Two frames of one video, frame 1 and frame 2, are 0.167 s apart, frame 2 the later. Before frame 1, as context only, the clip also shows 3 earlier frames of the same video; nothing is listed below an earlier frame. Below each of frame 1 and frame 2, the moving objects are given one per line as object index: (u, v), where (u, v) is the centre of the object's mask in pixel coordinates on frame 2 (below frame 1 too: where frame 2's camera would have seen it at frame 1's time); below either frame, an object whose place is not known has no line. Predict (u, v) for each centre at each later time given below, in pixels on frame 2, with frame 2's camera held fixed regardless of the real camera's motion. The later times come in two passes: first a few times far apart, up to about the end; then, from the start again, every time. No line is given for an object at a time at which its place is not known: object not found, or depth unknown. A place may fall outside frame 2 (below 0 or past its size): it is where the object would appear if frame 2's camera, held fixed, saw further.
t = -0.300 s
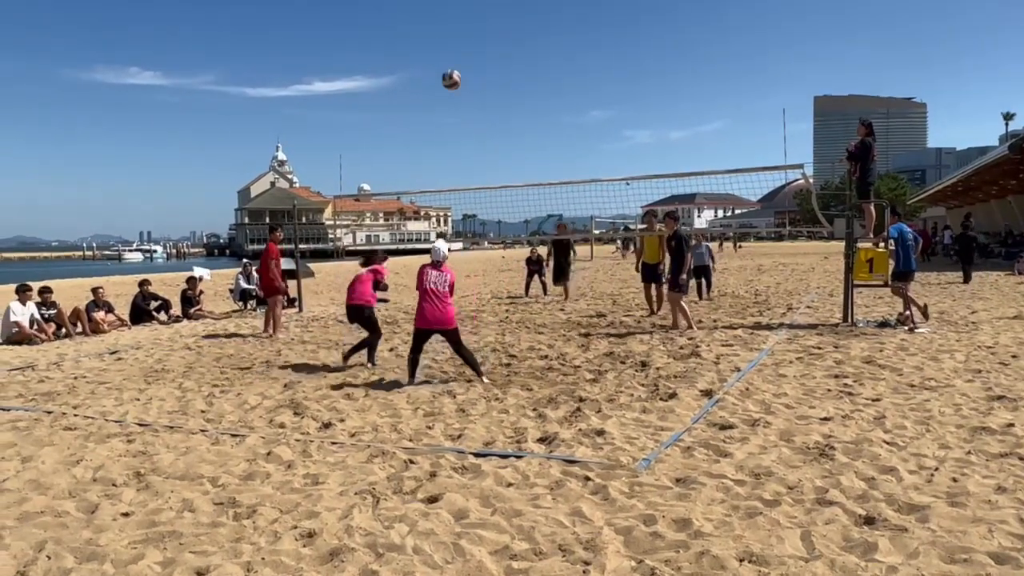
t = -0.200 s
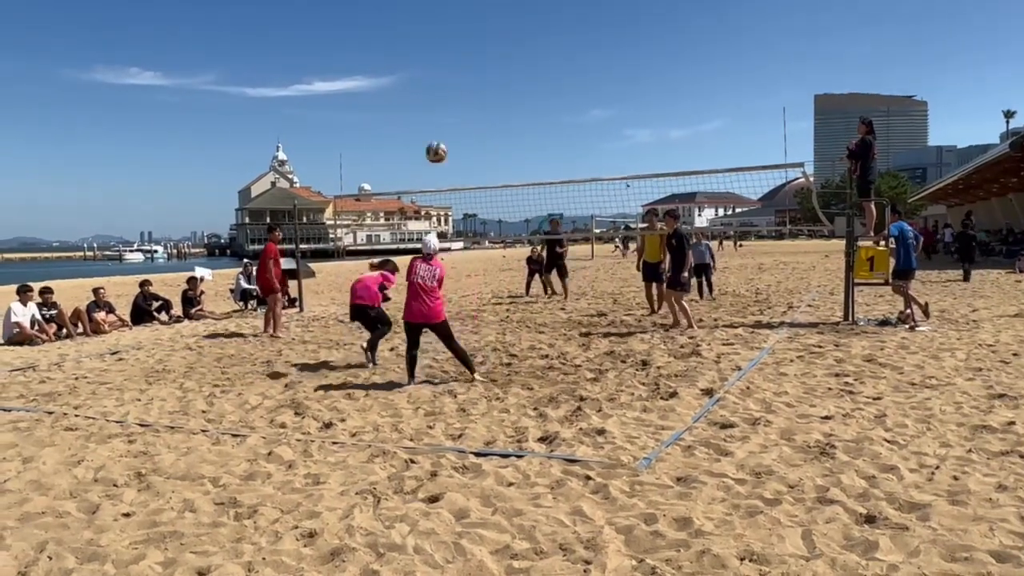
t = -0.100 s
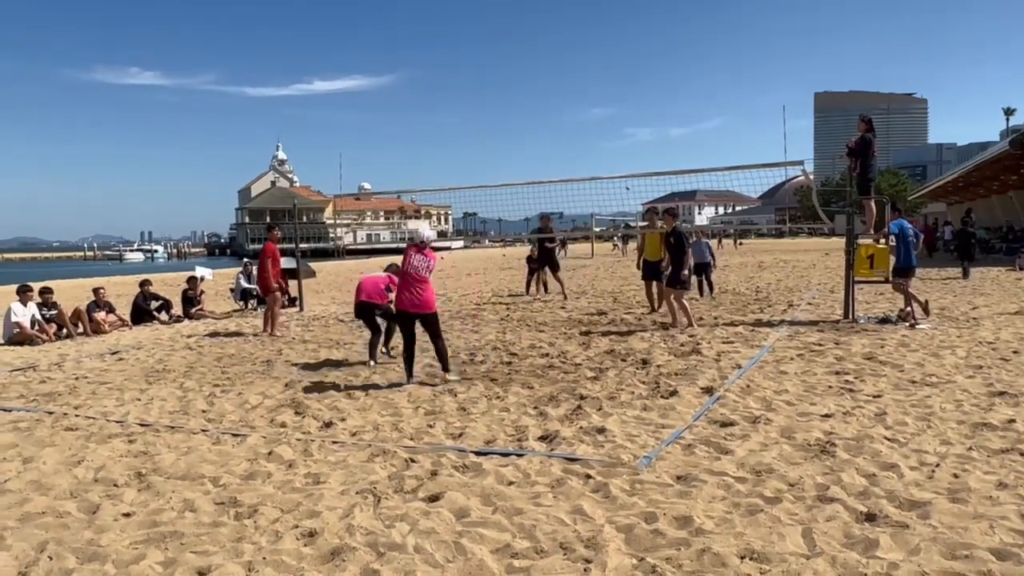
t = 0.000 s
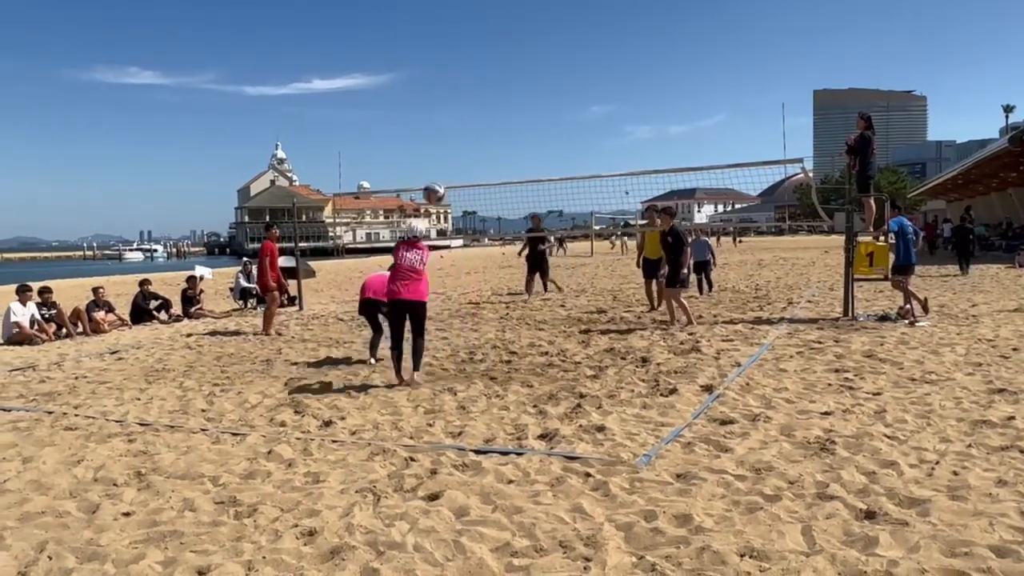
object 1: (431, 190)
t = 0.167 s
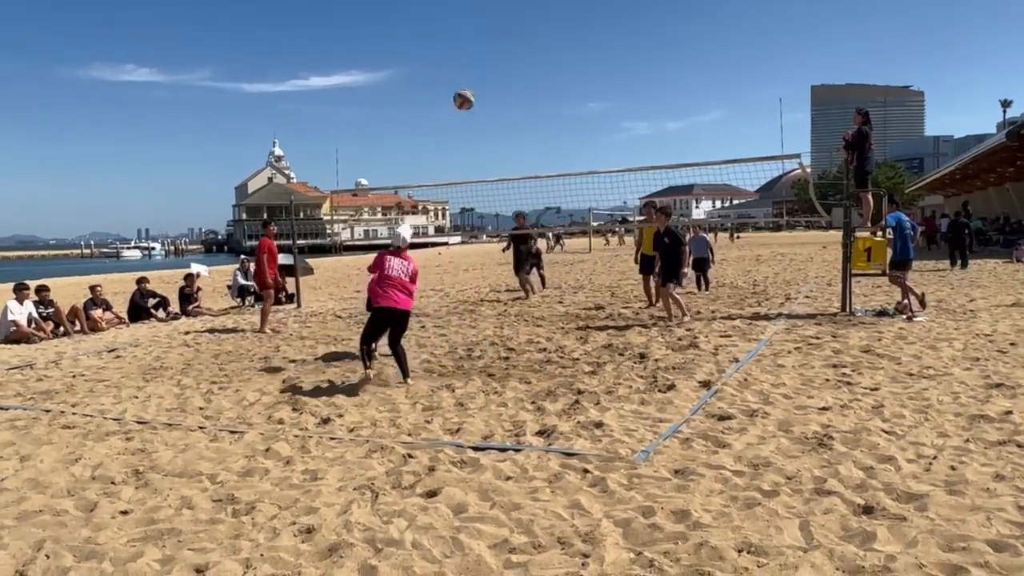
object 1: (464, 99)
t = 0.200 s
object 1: (470, 85)
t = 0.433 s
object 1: (510, 23)
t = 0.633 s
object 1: (539, 16)
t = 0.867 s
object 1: (569, 36)
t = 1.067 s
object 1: (593, 86)
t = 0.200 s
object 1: (470, 85)
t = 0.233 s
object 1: (476, 72)
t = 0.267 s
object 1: (482, 61)
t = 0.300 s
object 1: (488, 51)
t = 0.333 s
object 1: (494, 43)
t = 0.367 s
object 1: (500, 35)
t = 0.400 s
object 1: (505, 28)
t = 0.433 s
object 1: (510, 23)
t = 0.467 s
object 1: (515, 19)
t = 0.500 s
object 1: (520, 17)
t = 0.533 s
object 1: (524, 16)
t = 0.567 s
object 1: (530, 15)
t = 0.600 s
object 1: (534, 16)
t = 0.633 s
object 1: (539, 16)
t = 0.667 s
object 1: (544, 17)
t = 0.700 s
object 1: (549, 18)
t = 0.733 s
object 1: (553, 19)
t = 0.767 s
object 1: (557, 22)
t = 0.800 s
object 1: (561, 24)
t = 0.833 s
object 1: (565, 30)
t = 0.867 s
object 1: (569, 36)
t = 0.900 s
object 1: (573, 42)
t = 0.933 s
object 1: (577, 49)
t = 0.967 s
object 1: (581, 57)
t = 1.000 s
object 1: (585, 66)
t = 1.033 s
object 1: (589, 75)
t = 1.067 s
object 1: (593, 86)
